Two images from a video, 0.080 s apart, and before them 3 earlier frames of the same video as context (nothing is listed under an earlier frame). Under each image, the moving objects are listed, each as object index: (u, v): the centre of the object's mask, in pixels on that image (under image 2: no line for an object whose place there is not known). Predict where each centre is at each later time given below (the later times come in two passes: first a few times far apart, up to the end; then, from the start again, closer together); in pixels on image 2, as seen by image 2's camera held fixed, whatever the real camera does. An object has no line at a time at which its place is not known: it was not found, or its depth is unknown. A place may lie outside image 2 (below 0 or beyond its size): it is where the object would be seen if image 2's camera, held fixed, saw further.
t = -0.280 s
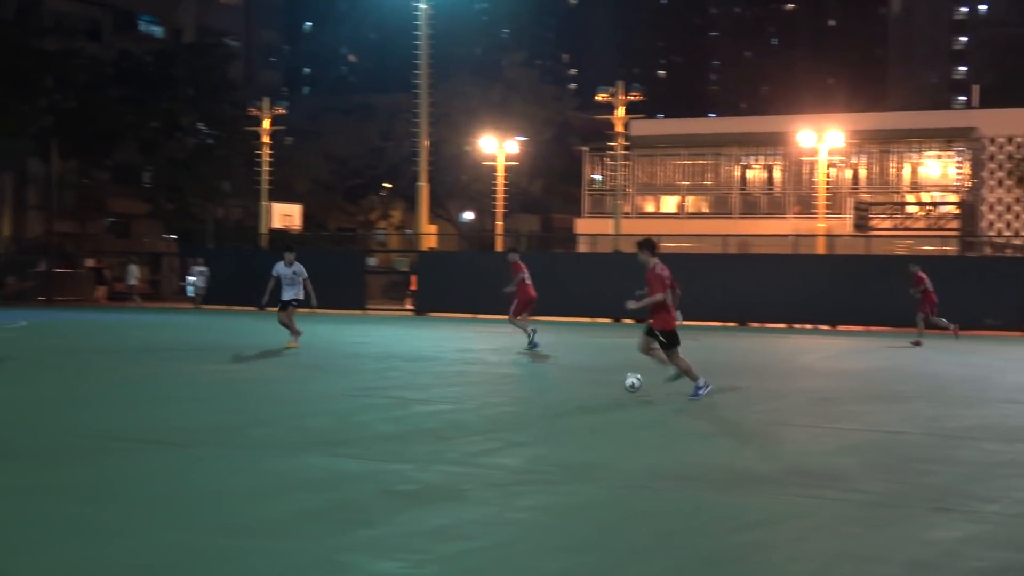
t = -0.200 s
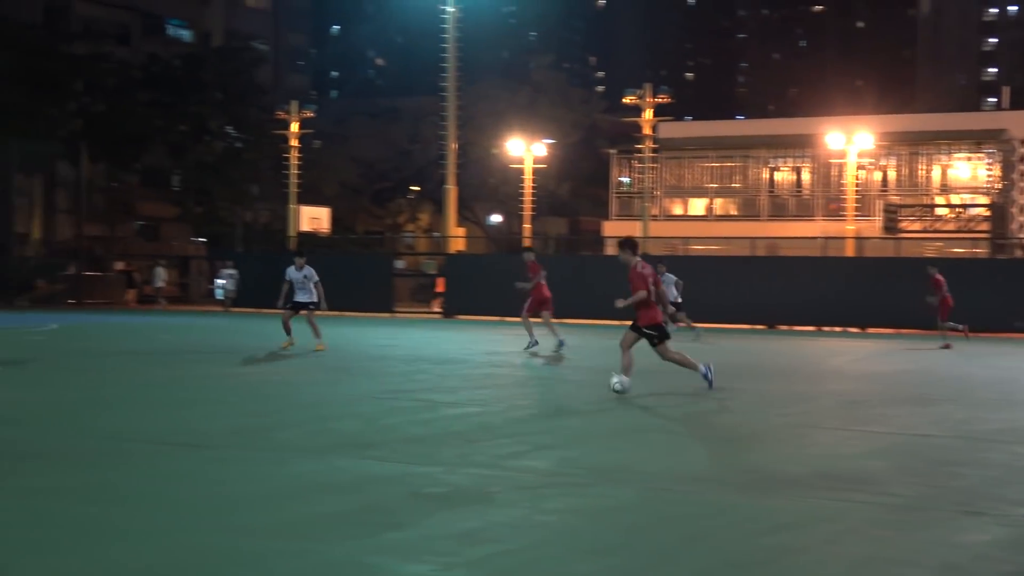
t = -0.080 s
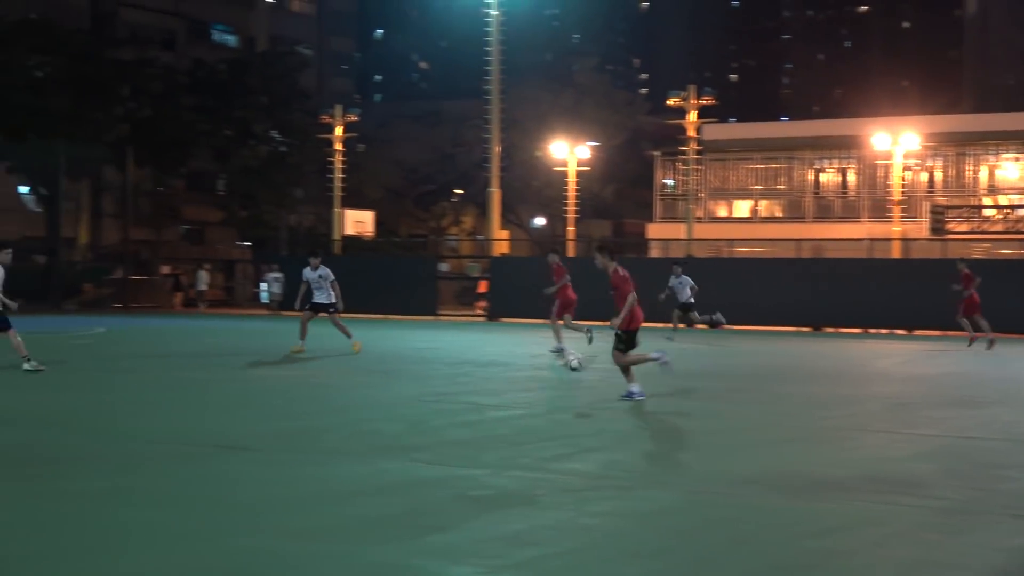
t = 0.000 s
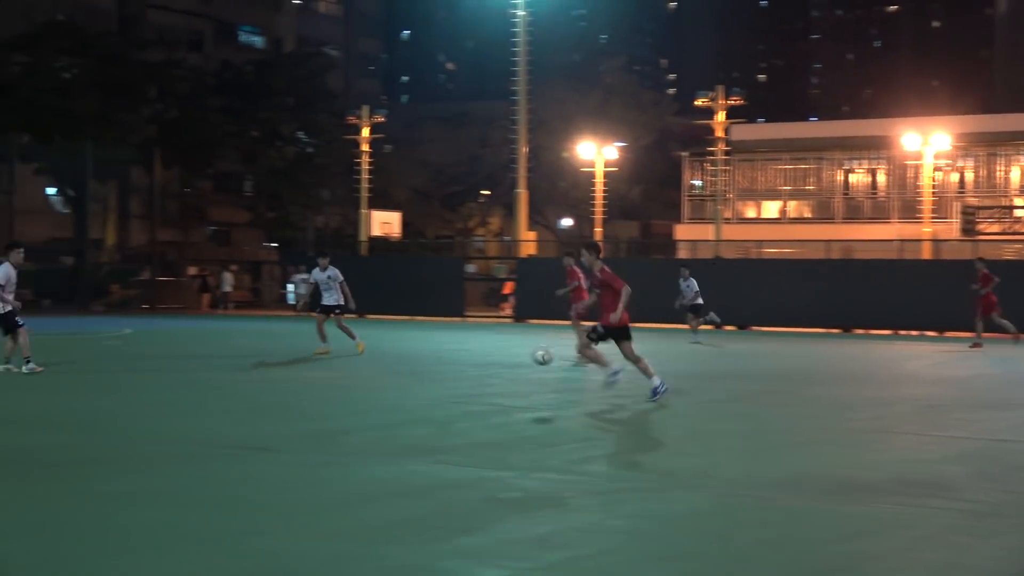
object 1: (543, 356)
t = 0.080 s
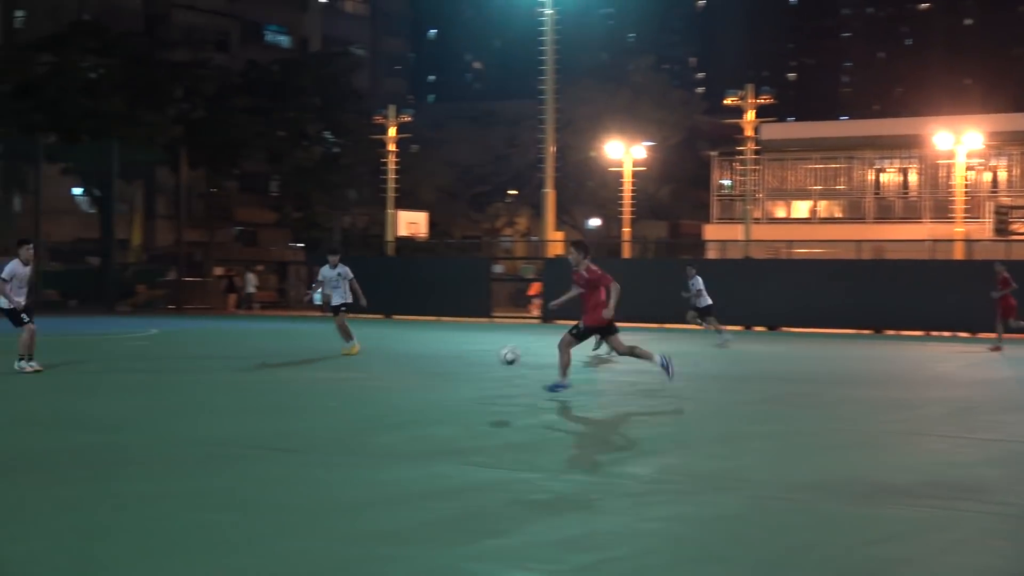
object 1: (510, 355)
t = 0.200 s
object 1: (417, 366)
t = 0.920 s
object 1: (-134, 402)
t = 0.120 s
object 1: (479, 357)
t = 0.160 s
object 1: (448, 360)
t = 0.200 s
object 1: (417, 366)
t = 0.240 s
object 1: (386, 373)
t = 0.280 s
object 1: (355, 382)
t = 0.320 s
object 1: (324, 394)
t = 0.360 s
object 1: (292, 397)
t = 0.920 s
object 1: (-134, 402)
